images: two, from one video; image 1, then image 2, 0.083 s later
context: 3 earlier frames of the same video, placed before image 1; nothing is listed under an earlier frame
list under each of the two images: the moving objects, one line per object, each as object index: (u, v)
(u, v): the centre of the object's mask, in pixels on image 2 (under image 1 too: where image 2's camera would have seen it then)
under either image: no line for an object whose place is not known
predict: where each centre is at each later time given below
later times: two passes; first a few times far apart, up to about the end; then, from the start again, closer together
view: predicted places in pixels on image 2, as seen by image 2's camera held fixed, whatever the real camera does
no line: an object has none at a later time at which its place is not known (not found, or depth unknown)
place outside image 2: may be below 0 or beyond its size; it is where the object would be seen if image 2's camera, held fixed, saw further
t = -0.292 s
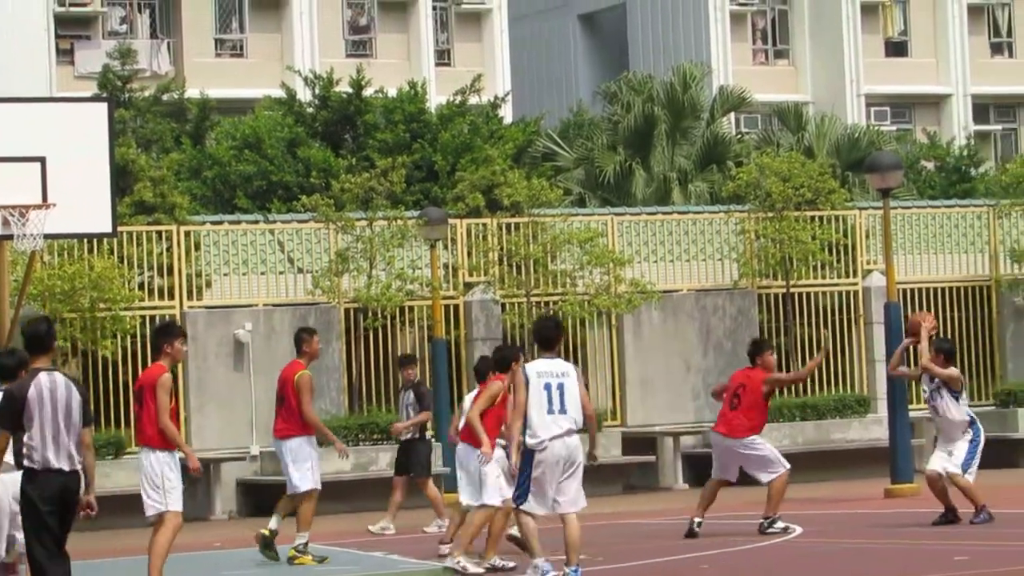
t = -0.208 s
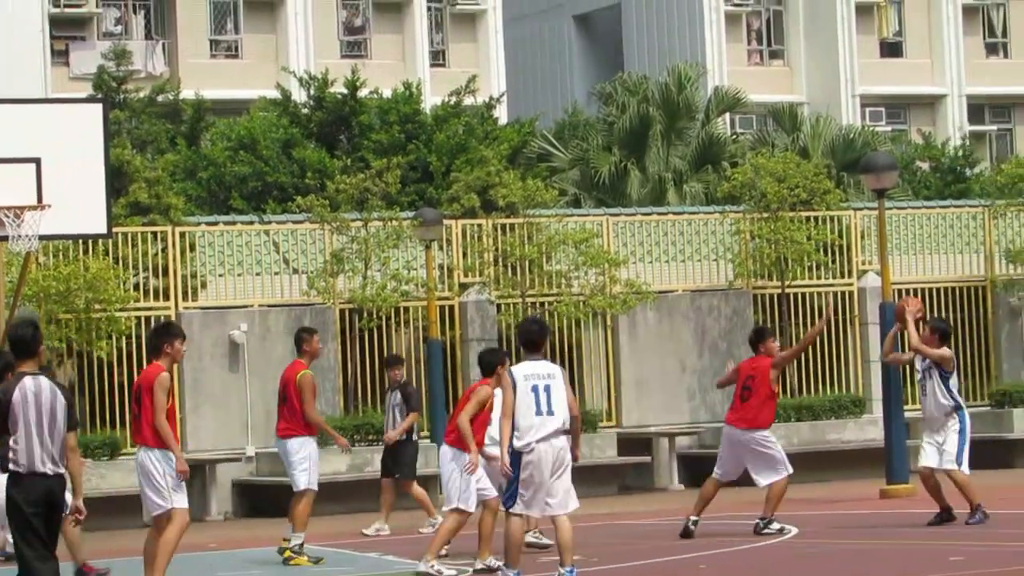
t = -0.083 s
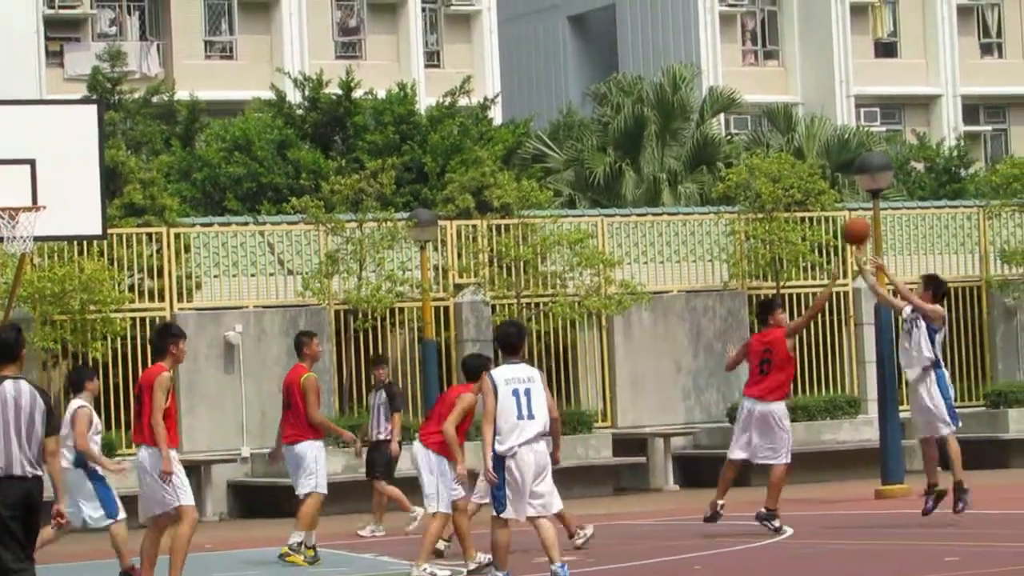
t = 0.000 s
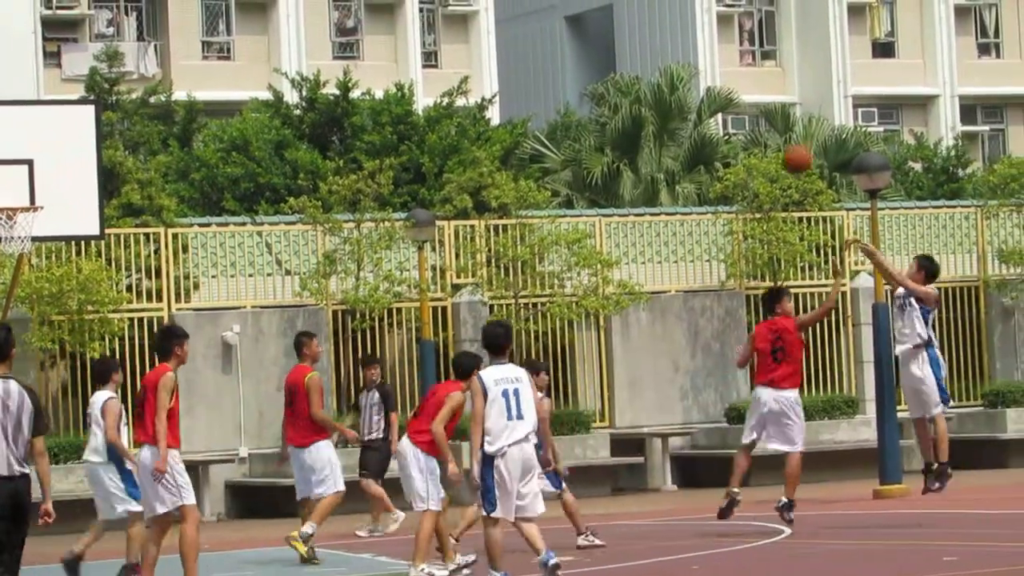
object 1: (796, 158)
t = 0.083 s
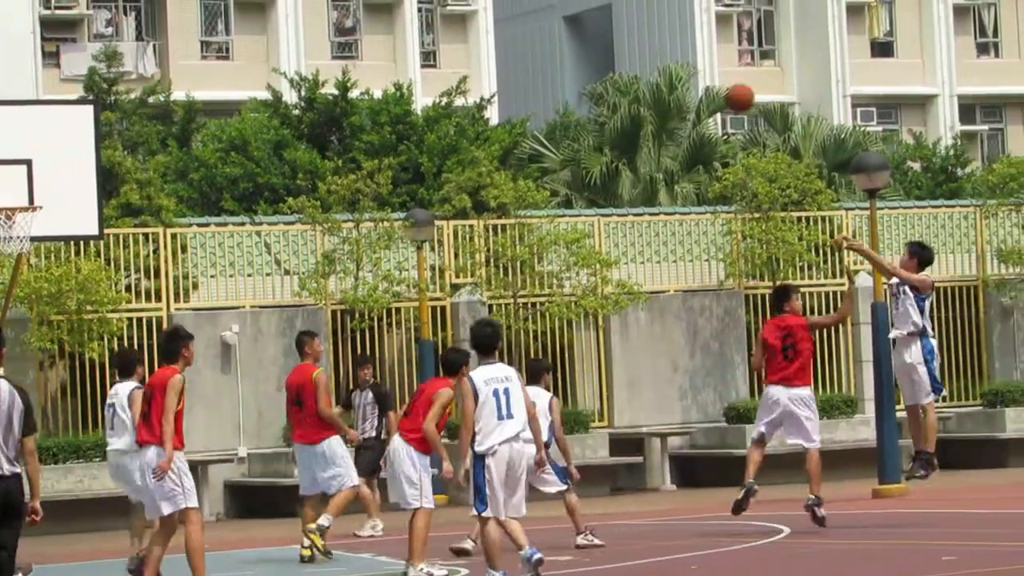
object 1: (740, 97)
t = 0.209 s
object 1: (657, 20)
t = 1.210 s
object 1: (55, 85)
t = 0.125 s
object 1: (712, 70)
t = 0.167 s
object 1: (684, 44)
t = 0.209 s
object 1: (657, 20)
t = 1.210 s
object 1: (55, 85)
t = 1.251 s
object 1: (32, 115)
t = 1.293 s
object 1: (9, 145)
